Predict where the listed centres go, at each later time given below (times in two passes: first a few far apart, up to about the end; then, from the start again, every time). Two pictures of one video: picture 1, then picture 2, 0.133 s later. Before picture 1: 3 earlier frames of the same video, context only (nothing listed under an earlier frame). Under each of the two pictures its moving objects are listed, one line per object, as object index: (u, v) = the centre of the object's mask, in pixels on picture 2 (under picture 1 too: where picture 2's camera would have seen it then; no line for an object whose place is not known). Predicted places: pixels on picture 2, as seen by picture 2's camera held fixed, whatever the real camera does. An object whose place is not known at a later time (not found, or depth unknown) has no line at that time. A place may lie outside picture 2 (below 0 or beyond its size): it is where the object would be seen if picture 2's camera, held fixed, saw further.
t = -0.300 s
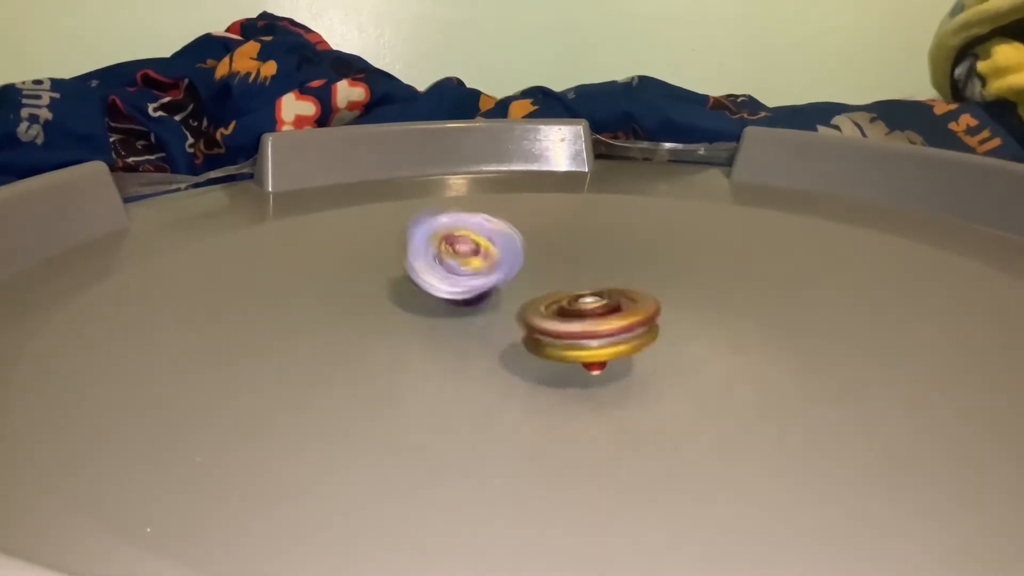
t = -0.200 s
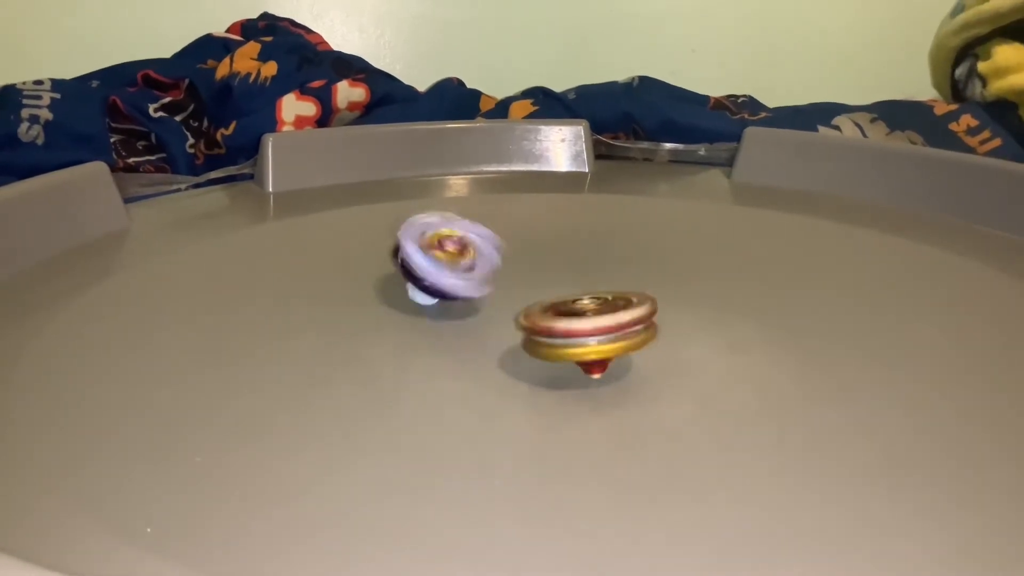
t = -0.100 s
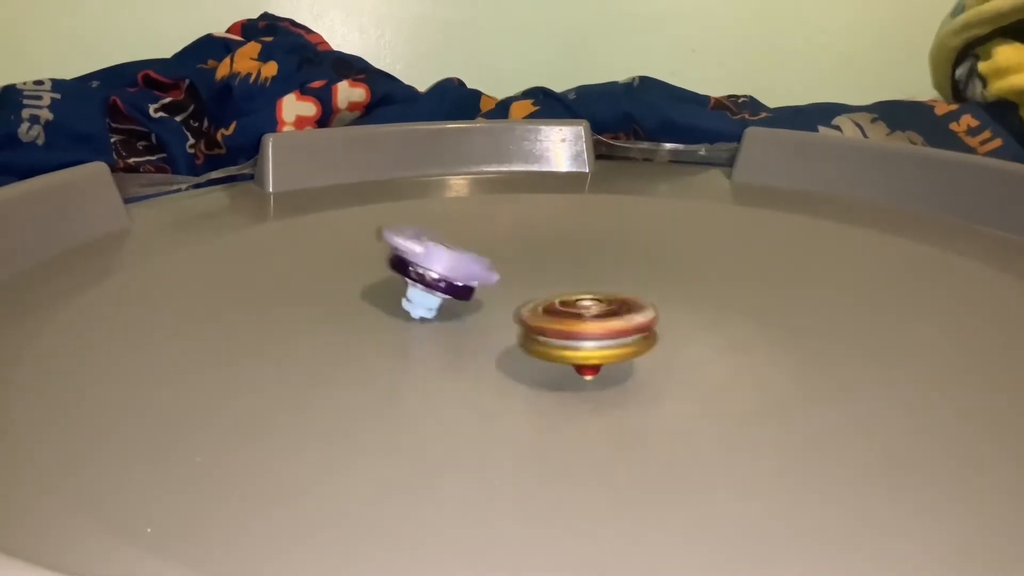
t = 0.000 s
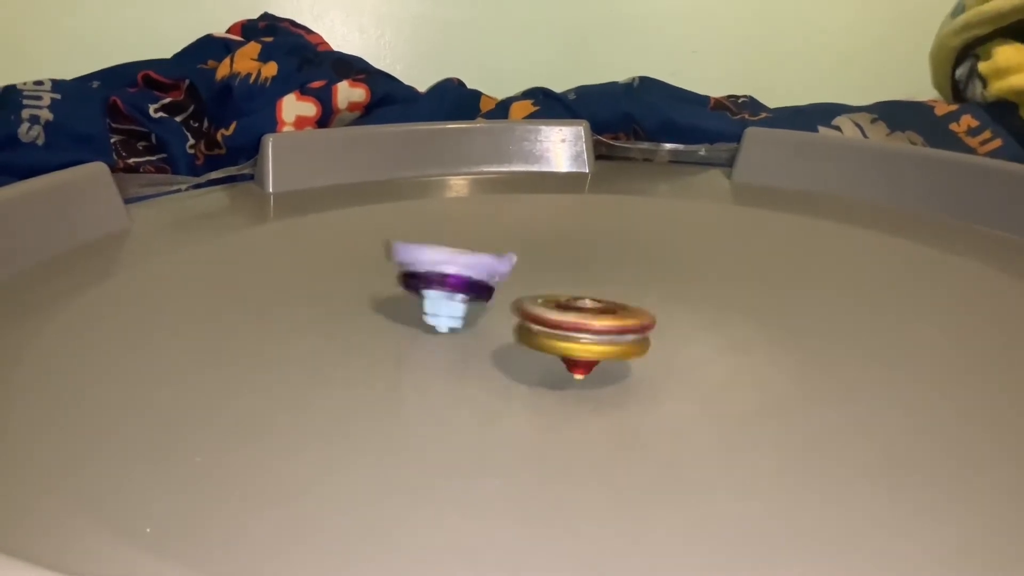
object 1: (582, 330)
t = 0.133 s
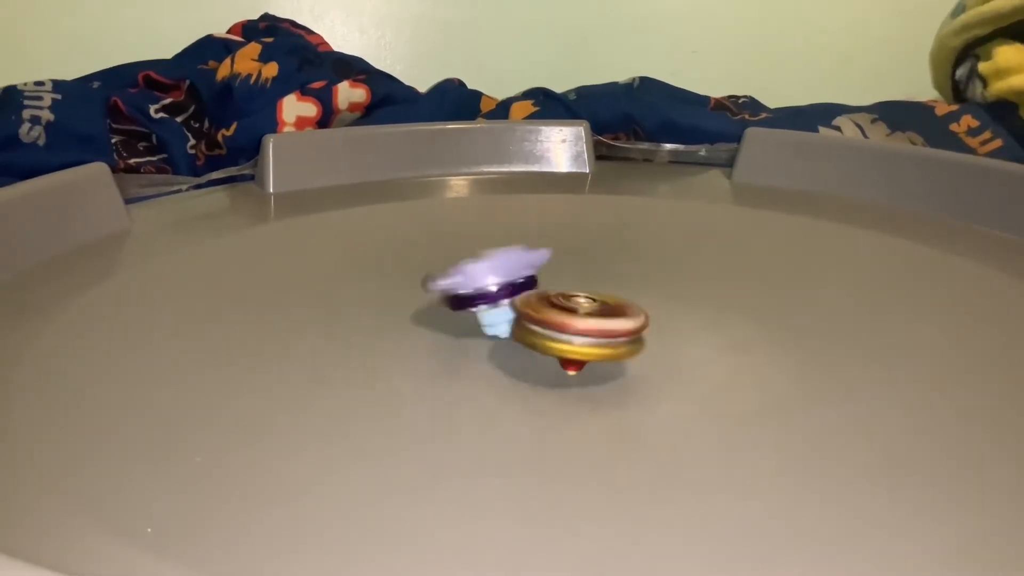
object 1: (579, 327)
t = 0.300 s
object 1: (579, 323)
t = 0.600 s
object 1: (597, 328)
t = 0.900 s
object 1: (581, 332)
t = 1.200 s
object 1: (570, 326)
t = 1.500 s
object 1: (580, 327)
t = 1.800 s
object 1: (578, 328)
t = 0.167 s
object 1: (580, 327)
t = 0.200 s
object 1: (579, 326)
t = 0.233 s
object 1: (578, 325)
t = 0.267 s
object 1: (579, 324)
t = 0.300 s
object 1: (579, 323)
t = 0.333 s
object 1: (580, 322)
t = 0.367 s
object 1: (583, 322)
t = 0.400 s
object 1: (587, 322)
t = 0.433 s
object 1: (589, 323)
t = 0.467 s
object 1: (588, 323)
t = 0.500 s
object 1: (589, 323)
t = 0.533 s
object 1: (591, 323)
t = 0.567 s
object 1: (597, 324)
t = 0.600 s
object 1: (597, 328)
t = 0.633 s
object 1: (589, 331)
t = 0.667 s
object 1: (586, 334)
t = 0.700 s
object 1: (590, 332)
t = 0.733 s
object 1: (596, 333)
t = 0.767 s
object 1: (593, 334)
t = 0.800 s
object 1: (585, 334)
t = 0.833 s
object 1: (579, 334)
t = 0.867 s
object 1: (579, 334)
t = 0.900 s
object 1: (581, 332)
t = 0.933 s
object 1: (579, 333)
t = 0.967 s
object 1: (578, 331)
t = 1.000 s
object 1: (577, 329)
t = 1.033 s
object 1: (578, 330)
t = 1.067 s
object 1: (573, 333)
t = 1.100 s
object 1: (567, 331)
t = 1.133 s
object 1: (564, 327)
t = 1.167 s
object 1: (565, 326)
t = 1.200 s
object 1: (570, 326)
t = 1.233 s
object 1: (574, 326)
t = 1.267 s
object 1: (576, 327)
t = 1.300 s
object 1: (574, 328)
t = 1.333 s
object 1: (570, 328)
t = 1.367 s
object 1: (569, 328)
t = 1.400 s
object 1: (571, 328)
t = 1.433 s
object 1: (576, 328)
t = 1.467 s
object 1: (581, 328)
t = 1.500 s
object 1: (580, 327)
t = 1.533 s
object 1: (578, 328)
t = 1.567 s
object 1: (572, 329)
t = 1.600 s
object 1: (566, 328)
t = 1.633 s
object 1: (564, 327)
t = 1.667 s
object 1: (567, 328)
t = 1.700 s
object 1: (569, 328)
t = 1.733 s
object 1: (571, 328)
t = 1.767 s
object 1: (575, 329)
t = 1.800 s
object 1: (578, 328)
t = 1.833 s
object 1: (577, 327)
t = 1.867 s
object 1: (577, 328)
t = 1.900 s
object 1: (576, 328)
